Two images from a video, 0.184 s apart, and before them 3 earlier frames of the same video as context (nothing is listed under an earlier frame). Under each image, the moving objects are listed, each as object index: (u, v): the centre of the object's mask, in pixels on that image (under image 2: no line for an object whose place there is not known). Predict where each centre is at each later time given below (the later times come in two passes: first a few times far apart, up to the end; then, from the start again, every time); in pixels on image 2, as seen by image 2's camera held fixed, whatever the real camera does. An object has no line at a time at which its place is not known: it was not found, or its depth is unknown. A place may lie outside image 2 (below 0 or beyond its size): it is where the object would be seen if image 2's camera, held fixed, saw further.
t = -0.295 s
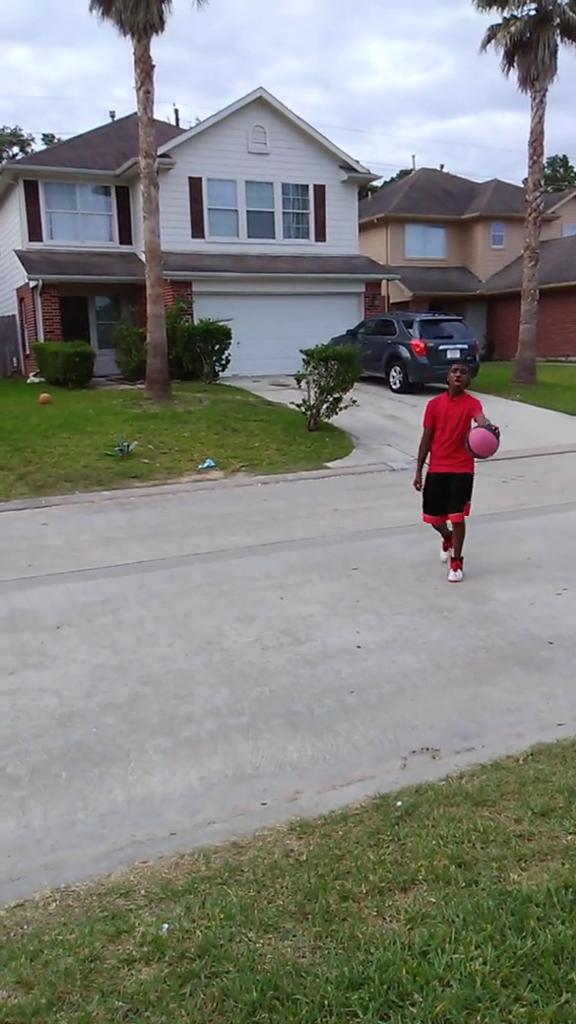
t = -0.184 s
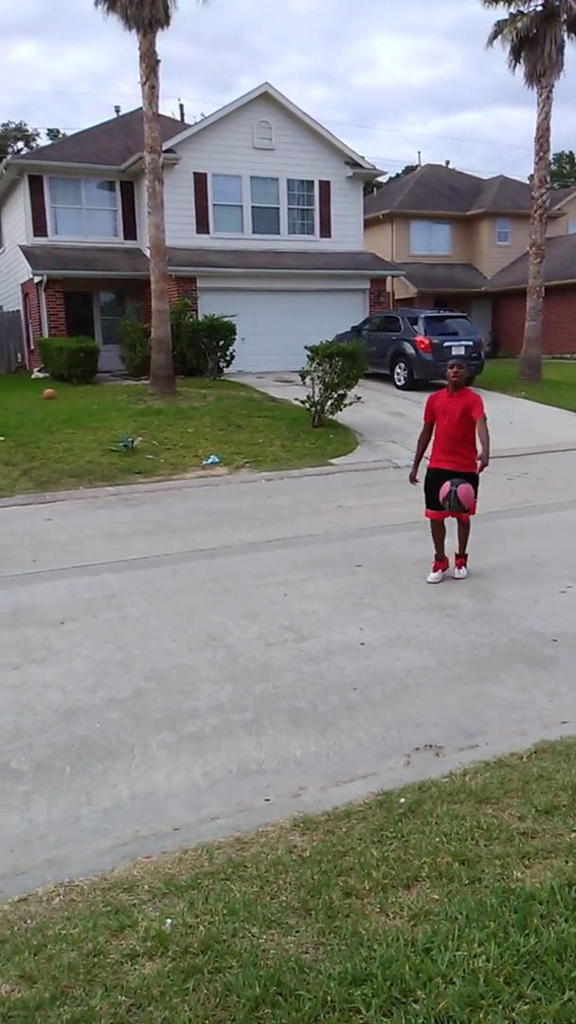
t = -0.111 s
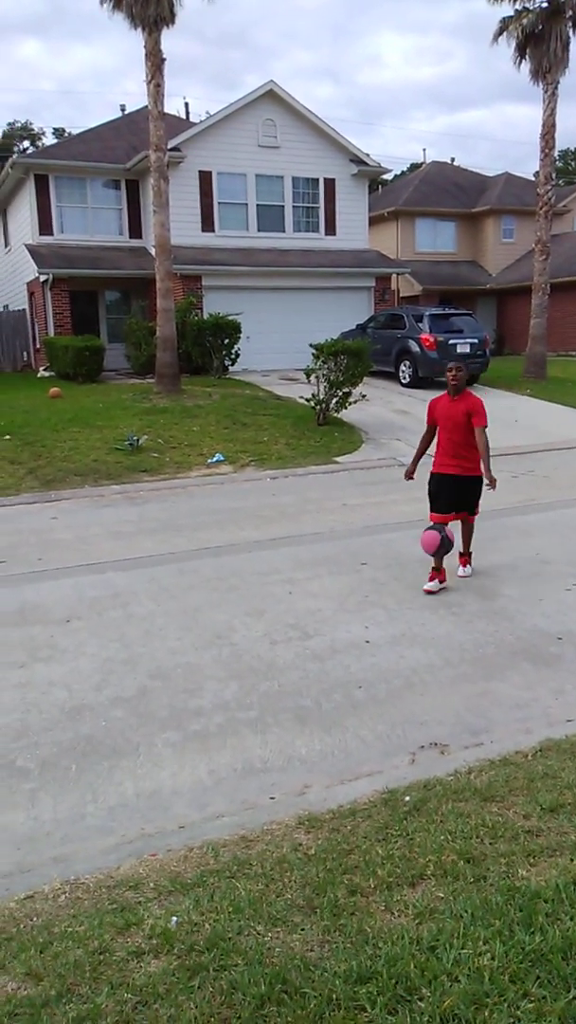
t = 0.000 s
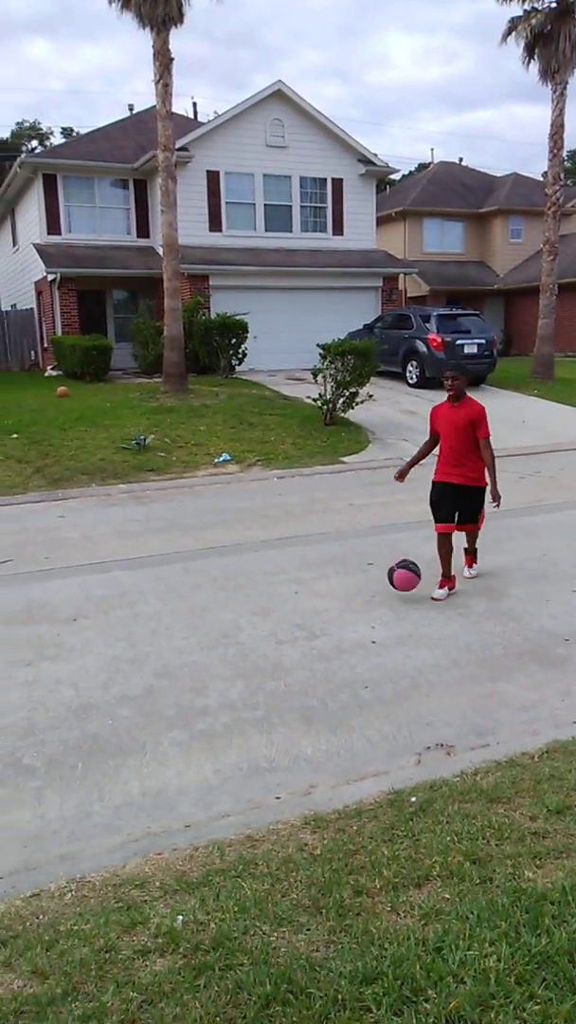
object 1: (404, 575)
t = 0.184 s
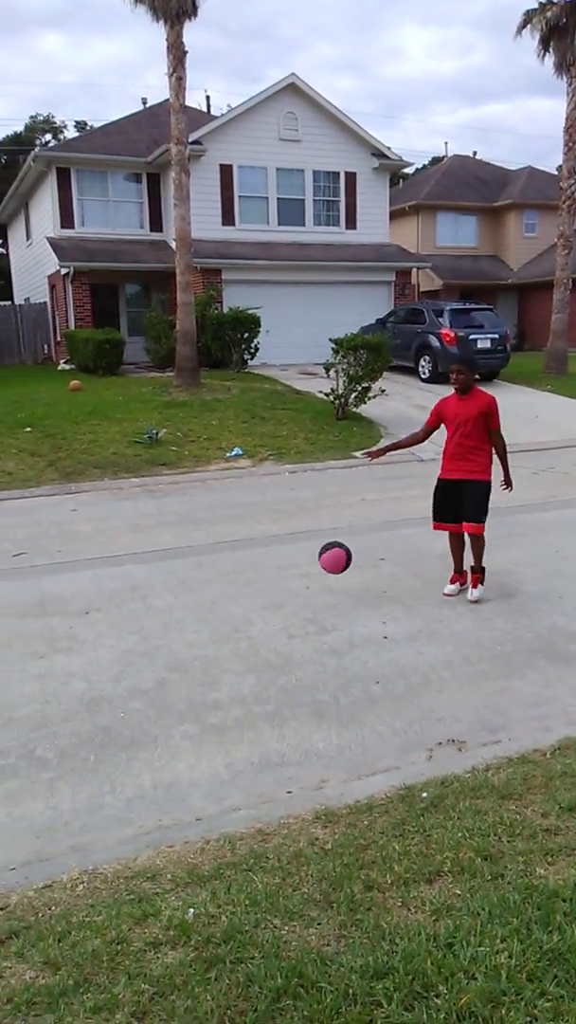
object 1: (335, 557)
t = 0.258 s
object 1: (303, 565)
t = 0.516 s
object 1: (188, 568)
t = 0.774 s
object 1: (75, 595)
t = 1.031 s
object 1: (-43, 591)
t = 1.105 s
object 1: (-76, 608)
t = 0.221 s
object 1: (319, 561)
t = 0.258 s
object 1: (303, 565)
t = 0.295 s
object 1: (287, 572)
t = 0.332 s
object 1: (270, 580)
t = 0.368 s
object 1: (254, 589)
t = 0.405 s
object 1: (237, 581)
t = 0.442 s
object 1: (221, 575)
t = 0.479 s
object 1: (205, 571)
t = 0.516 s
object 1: (188, 568)
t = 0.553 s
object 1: (172, 568)
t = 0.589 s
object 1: (155, 569)
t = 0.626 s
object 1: (139, 573)
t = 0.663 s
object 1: (123, 578)
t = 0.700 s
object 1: (107, 586)
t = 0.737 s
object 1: (91, 596)
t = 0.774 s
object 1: (75, 595)
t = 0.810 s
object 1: (58, 589)
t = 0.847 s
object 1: (40, 584)
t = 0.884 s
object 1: (23, 582)
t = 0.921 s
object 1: (6, 582)
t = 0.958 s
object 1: (-10, 583)
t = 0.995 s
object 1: (-27, 586)
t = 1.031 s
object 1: (-43, 591)
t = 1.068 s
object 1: (-60, 598)
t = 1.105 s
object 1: (-76, 608)
